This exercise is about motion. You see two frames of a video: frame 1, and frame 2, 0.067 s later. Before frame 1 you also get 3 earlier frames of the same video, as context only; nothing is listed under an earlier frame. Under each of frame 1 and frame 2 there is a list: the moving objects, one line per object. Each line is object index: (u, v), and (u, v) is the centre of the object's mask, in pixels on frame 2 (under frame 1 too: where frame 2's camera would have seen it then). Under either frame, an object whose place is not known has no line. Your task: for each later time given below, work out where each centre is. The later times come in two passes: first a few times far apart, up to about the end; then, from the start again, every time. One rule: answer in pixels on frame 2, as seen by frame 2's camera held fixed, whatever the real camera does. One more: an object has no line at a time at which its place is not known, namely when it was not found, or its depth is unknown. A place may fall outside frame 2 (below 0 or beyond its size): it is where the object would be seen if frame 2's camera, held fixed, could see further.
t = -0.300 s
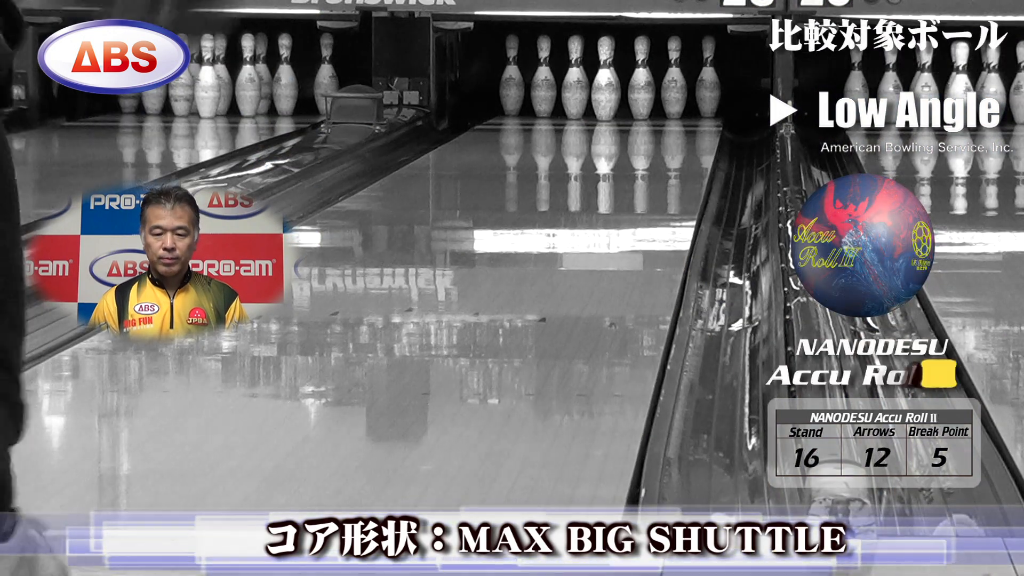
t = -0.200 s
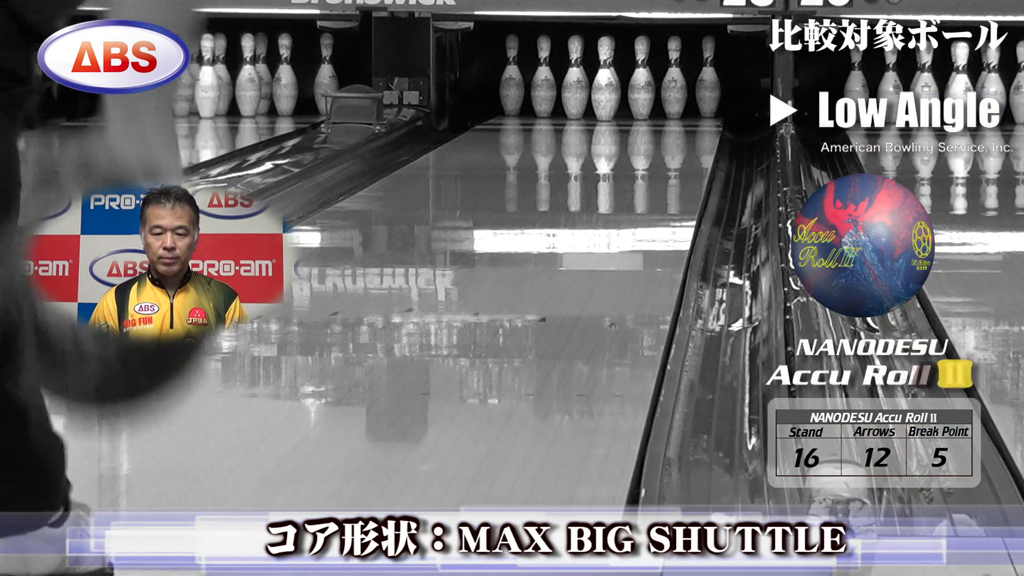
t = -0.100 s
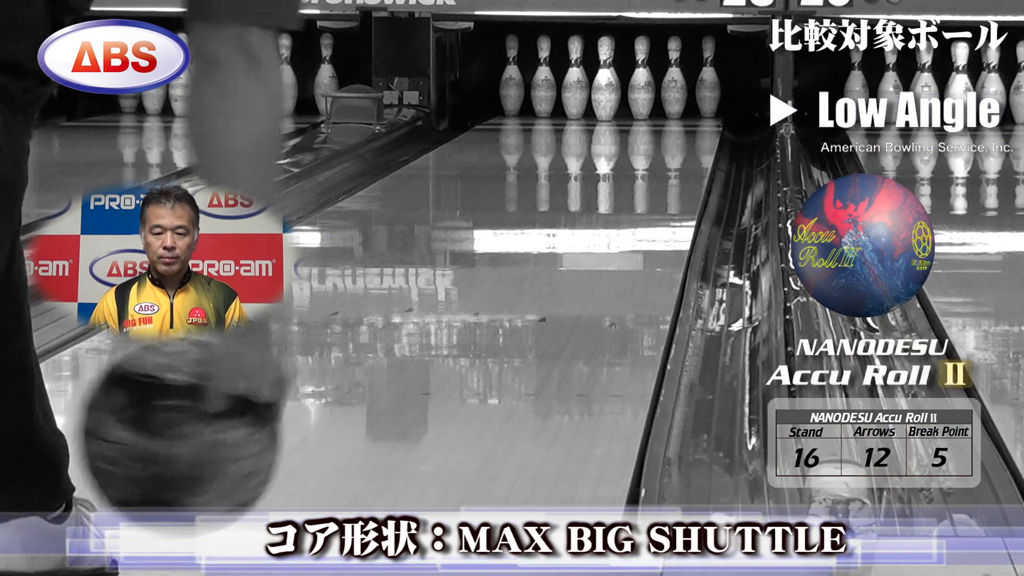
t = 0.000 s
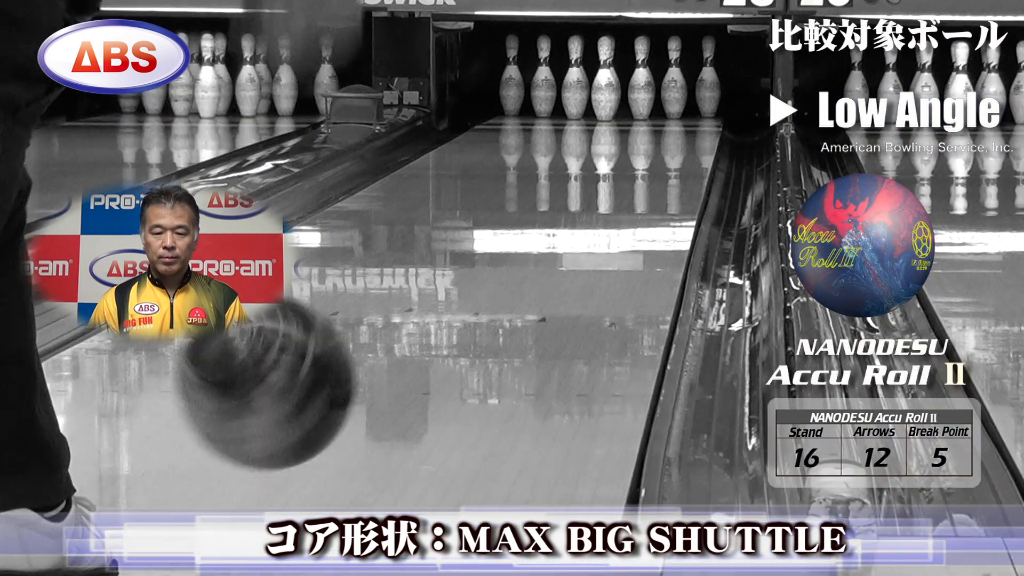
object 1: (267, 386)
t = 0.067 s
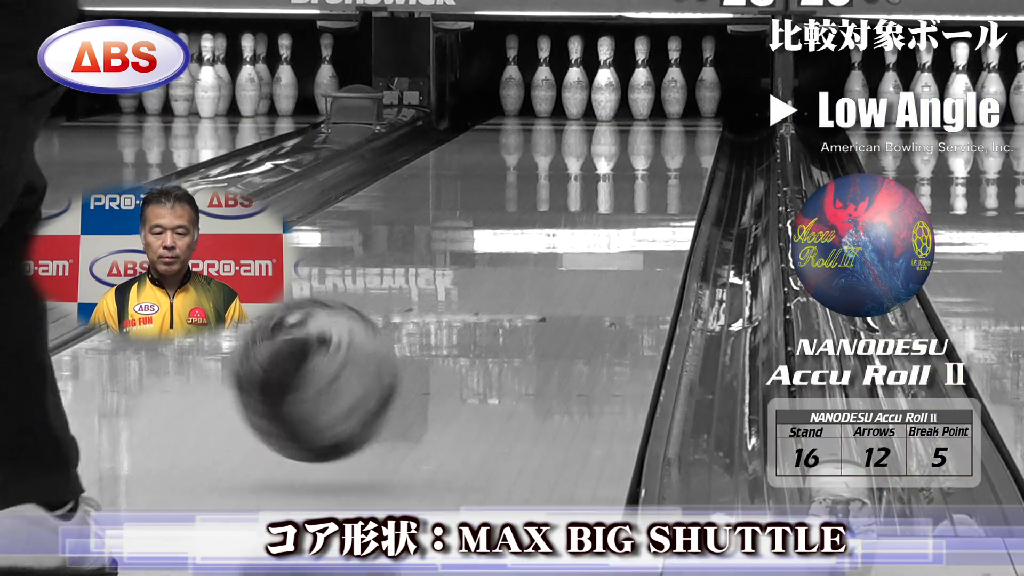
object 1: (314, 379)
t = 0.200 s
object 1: (396, 356)
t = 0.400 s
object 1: (482, 296)
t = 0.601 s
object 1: (546, 254)
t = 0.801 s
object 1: (592, 221)
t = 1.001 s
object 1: (625, 195)
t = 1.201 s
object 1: (649, 174)
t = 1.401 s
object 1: (665, 158)
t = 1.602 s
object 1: (671, 144)
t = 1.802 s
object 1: (672, 132)
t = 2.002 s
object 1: (667, 122)
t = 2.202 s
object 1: (653, 113)
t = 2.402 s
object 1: (634, 104)
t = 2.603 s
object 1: (617, 98)
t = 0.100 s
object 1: (338, 390)
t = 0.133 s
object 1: (358, 377)
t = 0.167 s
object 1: (377, 367)
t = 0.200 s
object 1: (396, 356)
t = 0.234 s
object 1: (413, 344)
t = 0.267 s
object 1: (430, 332)
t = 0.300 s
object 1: (444, 322)
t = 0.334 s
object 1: (458, 312)
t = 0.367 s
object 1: (471, 304)
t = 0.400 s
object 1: (482, 296)
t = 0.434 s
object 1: (495, 288)
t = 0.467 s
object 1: (507, 281)
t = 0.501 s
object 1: (516, 273)
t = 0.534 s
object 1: (527, 266)
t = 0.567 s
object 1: (537, 260)
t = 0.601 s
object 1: (546, 254)
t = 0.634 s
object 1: (554, 248)
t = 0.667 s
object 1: (563, 242)
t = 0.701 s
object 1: (570, 236)
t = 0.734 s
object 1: (578, 231)
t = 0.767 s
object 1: (585, 226)
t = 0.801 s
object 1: (592, 221)
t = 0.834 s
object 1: (598, 216)
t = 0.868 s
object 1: (604, 212)
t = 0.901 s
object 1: (610, 207)
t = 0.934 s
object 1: (615, 203)
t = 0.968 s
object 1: (621, 199)
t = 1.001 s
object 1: (625, 195)
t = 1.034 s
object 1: (629, 192)
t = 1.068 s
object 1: (634, 187)
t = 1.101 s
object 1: (639, 184)
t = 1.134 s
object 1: (642, 180)
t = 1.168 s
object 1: (646, 177)
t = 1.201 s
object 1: (649, 174)
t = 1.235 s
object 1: (652, 171)
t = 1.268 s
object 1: (655, 169)
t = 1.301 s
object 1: (658, 166)
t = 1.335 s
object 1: (661, 163)
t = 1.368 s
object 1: (663, 161)
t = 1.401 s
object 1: (665, 158)
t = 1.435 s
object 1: (666, 156)
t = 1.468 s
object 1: (666, 154)
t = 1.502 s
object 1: (668, 151)
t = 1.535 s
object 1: (670, 148)
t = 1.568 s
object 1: (671, 146)
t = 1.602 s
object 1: (671, 144)
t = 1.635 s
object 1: (671, 142)
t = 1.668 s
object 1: (672, 140)
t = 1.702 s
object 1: (673, 137)
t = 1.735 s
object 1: (673, 135)
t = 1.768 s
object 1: (673, 135)
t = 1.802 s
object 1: (672, 132)
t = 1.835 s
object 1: (671, 130)
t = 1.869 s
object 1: (672, 128)
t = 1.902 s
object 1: (671, 126)
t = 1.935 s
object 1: (669, 125)
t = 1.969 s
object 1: (668, 124)
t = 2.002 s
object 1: (667, 122)
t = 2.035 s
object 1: (665, 120)
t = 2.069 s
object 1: (663, 119)
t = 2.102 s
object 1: (661, 117)
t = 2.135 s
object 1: (658, 116)
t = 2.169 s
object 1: (656, 114)
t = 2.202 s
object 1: (653, 113)
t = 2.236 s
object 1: (650, 112)
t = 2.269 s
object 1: (647, 110)
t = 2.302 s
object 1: (644, 109)
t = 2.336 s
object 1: (641, 108)
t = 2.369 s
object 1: (637, 106)
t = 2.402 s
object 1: (634, 104)
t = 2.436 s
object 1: (631, 104)
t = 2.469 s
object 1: (628, 103)
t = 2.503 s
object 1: (625, 101)
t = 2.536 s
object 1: (621, 100)
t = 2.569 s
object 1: (619, 100)
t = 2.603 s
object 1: (617, 98)
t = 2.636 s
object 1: (619, 98)
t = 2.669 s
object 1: (617, 97)
